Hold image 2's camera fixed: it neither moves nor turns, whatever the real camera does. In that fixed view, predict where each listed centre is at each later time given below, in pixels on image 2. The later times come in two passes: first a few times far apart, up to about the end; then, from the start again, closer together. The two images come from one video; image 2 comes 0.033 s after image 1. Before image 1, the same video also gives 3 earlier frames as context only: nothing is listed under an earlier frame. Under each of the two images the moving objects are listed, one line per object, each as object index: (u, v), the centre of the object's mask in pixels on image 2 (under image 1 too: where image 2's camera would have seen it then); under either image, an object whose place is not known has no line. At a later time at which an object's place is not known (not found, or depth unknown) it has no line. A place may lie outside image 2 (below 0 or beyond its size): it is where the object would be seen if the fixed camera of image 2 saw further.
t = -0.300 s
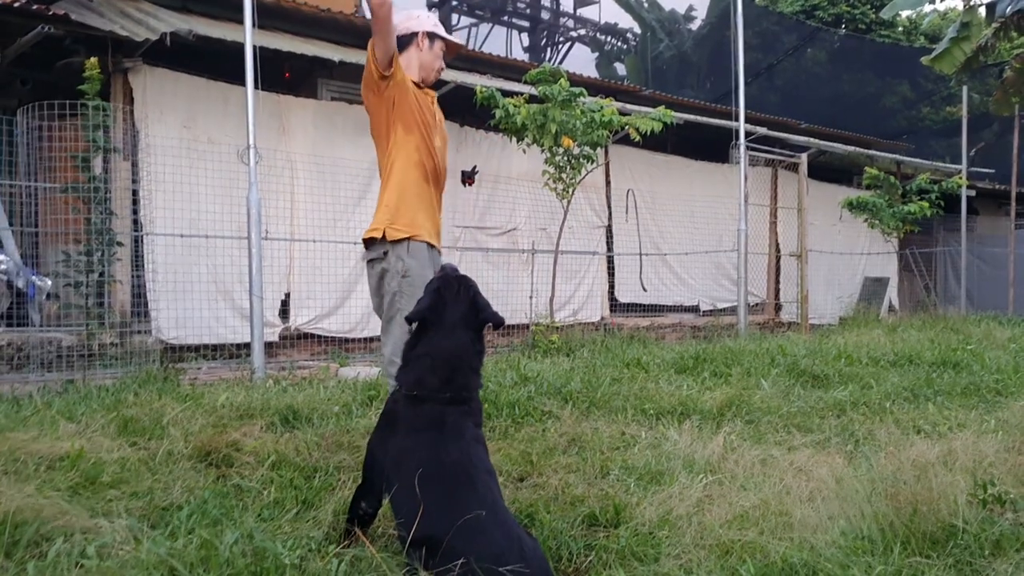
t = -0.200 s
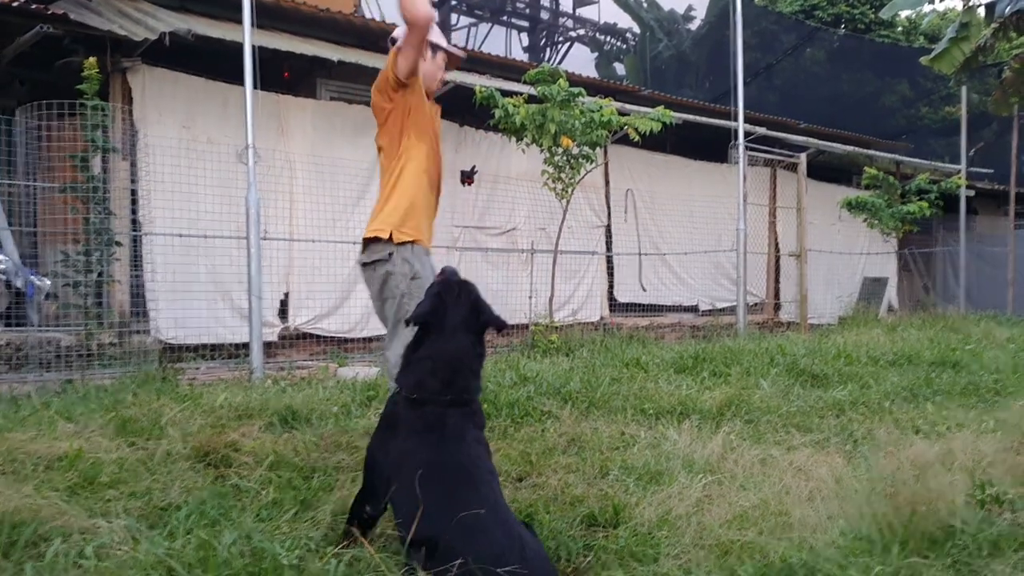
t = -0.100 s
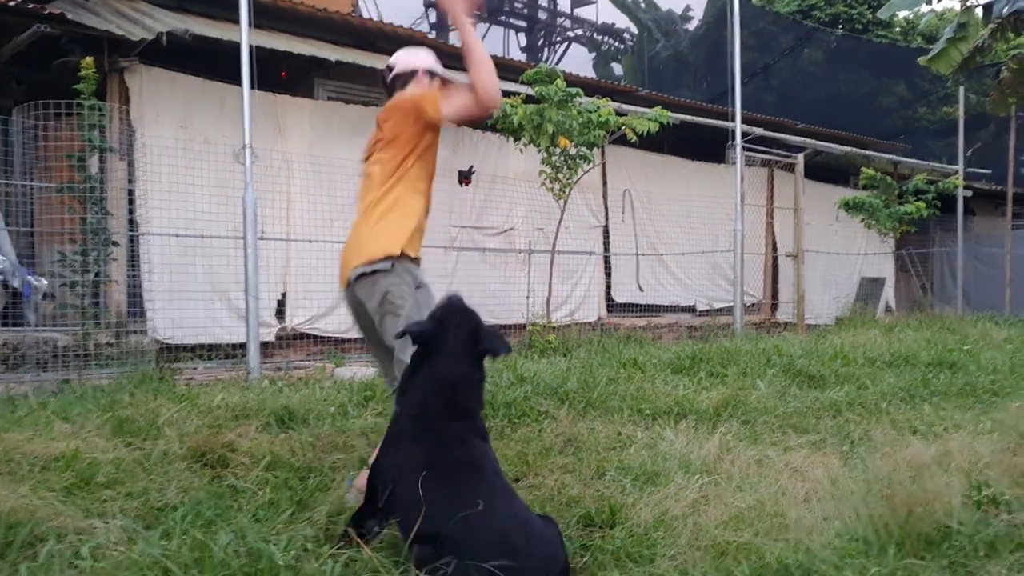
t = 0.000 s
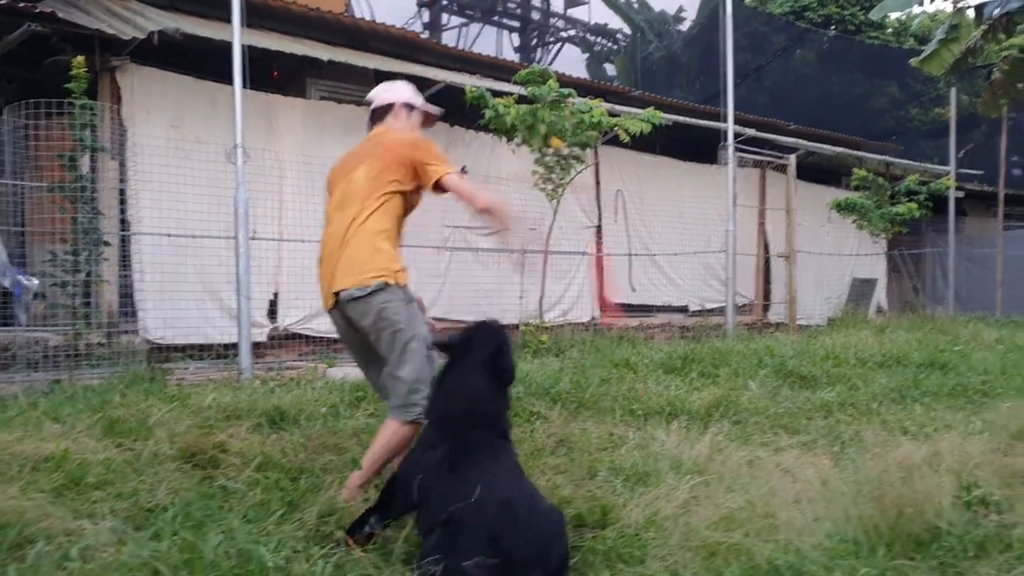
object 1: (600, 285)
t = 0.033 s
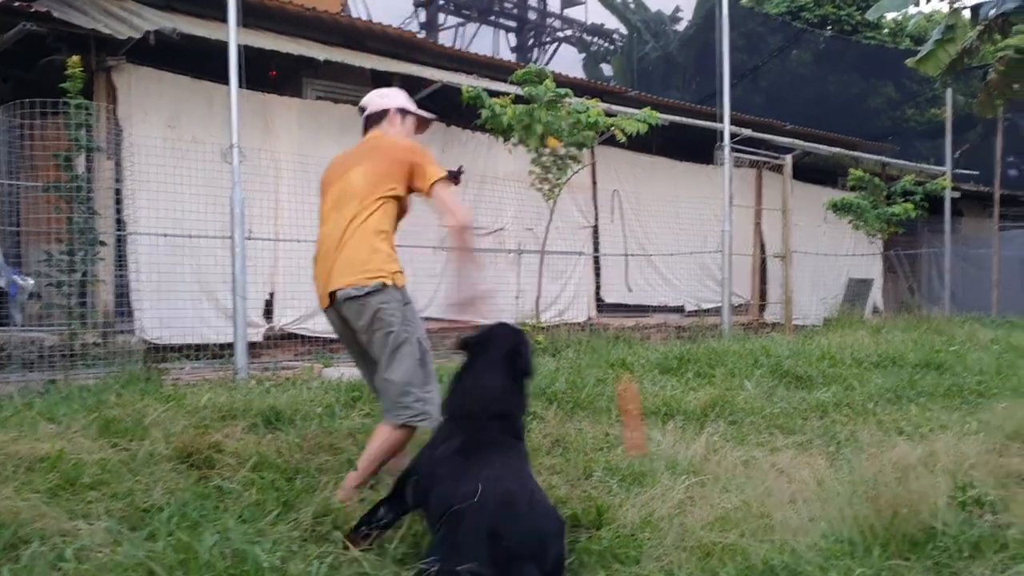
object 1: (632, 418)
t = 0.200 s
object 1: (692, 289)
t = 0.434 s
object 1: (753, 73)
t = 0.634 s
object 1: (800, 3)
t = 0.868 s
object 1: (850, 36)
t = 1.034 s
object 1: (881, 129)
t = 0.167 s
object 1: (682, 332)
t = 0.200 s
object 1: (692, 289)
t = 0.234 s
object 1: (700, 251)
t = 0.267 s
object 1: (709, 213)
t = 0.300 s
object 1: (719, 178)
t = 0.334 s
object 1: (727, 148)
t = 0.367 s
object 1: (737, 118)
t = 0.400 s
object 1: (745, 95)
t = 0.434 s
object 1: (753, 73)
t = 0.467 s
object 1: (762, 55)
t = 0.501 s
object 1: (769, 39)
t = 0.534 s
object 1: (777, 26)
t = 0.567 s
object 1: (786, 16)
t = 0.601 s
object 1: (793, 8)
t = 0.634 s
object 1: (800, 3)
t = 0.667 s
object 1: (808, 1)
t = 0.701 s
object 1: (815, 0)
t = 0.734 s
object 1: (822, 3)
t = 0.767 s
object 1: (829, 7)
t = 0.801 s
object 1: (836, 14)
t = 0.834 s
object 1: (843, 24)
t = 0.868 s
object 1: (850, 36)
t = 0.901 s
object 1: (856, 50)
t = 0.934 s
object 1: (862, 66)
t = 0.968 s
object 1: (869, 86)
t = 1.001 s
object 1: (876, 106)
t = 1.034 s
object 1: (881, 129)
